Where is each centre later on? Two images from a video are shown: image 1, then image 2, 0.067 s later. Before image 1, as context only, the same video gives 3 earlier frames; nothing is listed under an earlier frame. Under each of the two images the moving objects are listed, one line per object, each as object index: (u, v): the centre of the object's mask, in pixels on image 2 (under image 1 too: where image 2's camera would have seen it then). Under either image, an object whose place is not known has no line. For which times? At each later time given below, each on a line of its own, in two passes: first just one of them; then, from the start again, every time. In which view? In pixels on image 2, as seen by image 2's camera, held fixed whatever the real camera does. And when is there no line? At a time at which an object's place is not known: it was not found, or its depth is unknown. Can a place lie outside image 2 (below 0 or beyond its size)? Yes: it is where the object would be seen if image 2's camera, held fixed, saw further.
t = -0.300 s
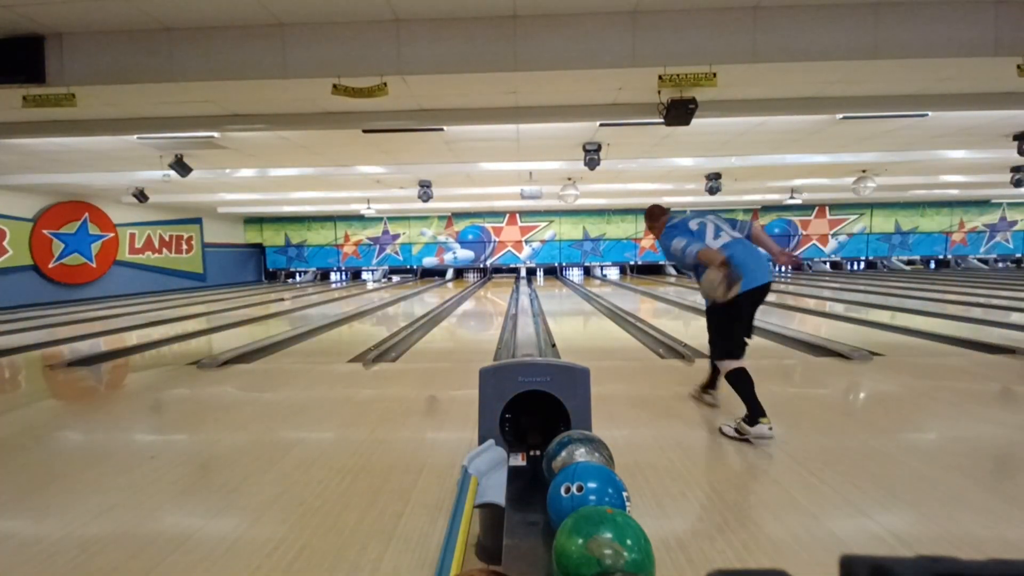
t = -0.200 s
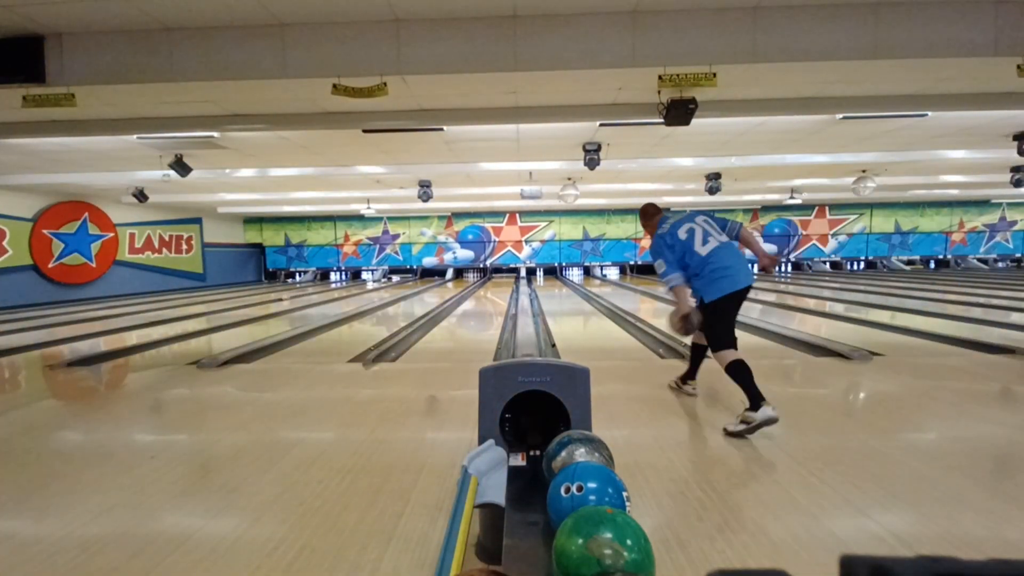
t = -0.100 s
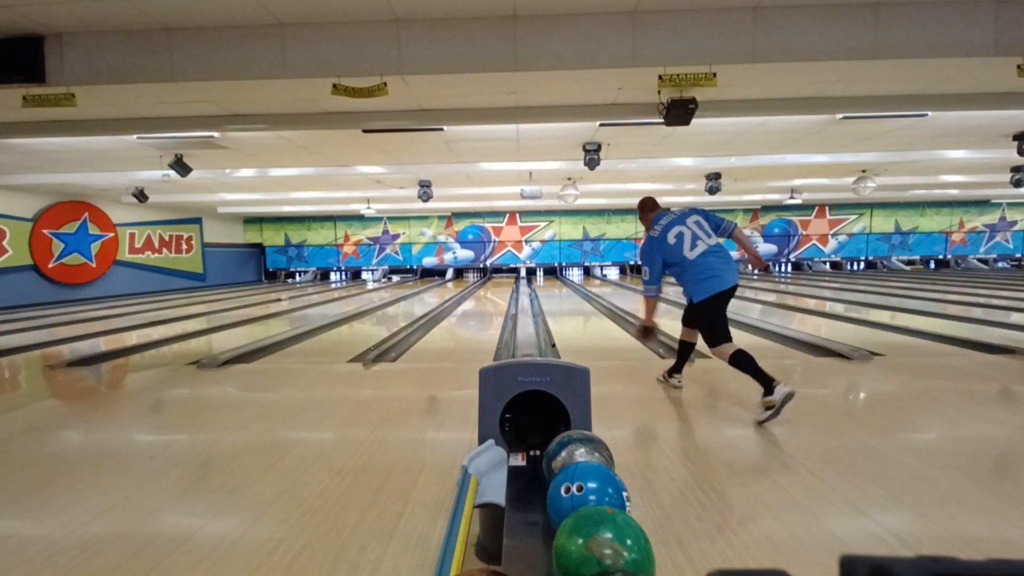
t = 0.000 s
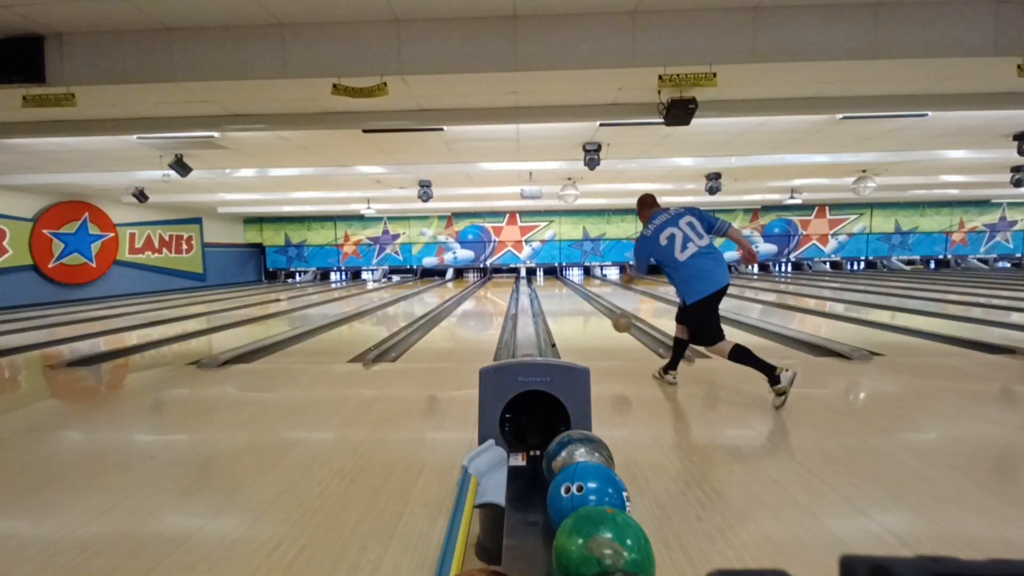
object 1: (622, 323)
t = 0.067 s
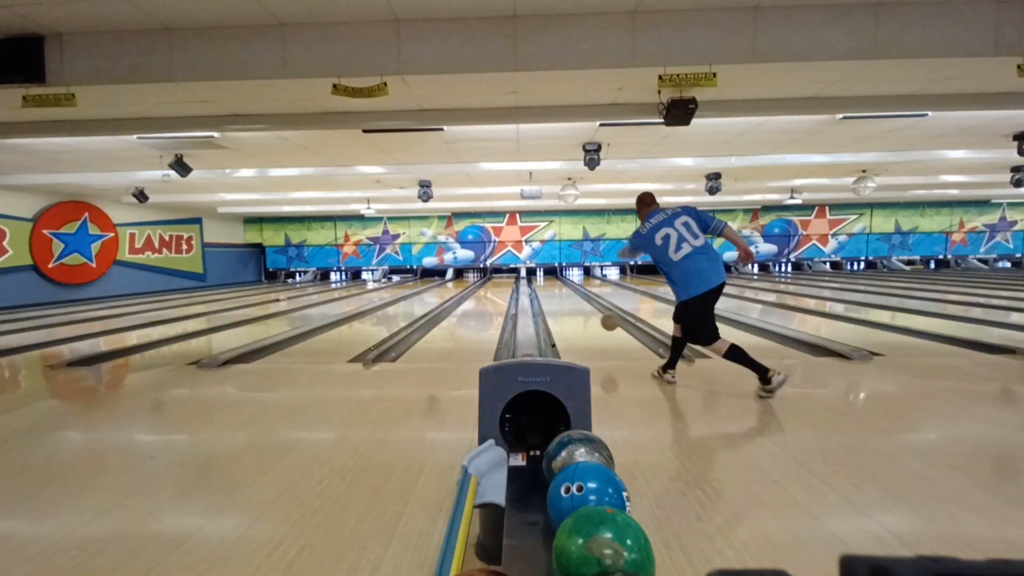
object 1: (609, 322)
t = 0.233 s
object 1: (587, 327)
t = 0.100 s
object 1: (604, 323)
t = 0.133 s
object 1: (600, 325)
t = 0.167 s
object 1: (595, 327)
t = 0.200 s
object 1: (591, 330)
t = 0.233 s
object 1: (587, 327)
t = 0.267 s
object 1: (584, 325)
